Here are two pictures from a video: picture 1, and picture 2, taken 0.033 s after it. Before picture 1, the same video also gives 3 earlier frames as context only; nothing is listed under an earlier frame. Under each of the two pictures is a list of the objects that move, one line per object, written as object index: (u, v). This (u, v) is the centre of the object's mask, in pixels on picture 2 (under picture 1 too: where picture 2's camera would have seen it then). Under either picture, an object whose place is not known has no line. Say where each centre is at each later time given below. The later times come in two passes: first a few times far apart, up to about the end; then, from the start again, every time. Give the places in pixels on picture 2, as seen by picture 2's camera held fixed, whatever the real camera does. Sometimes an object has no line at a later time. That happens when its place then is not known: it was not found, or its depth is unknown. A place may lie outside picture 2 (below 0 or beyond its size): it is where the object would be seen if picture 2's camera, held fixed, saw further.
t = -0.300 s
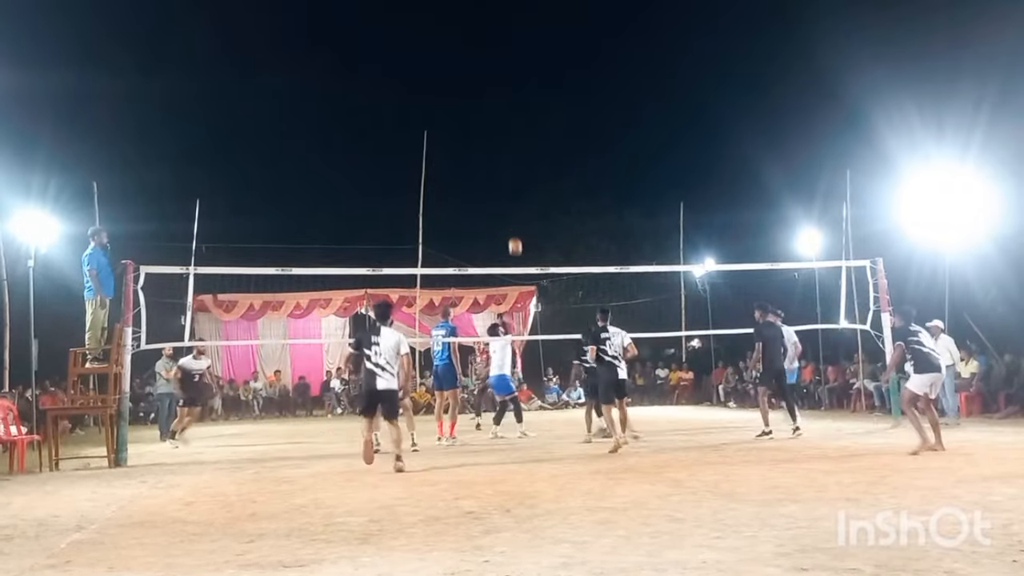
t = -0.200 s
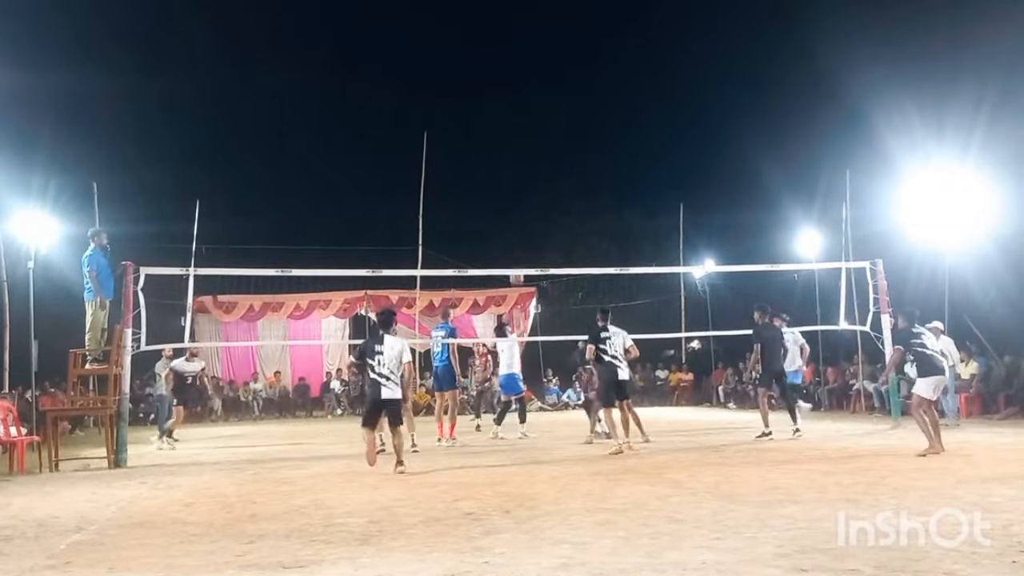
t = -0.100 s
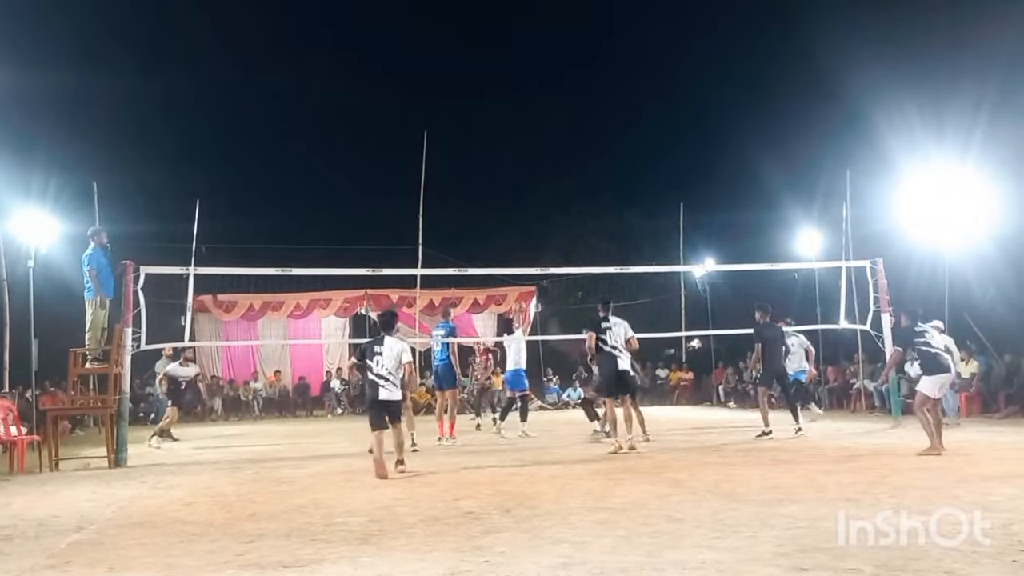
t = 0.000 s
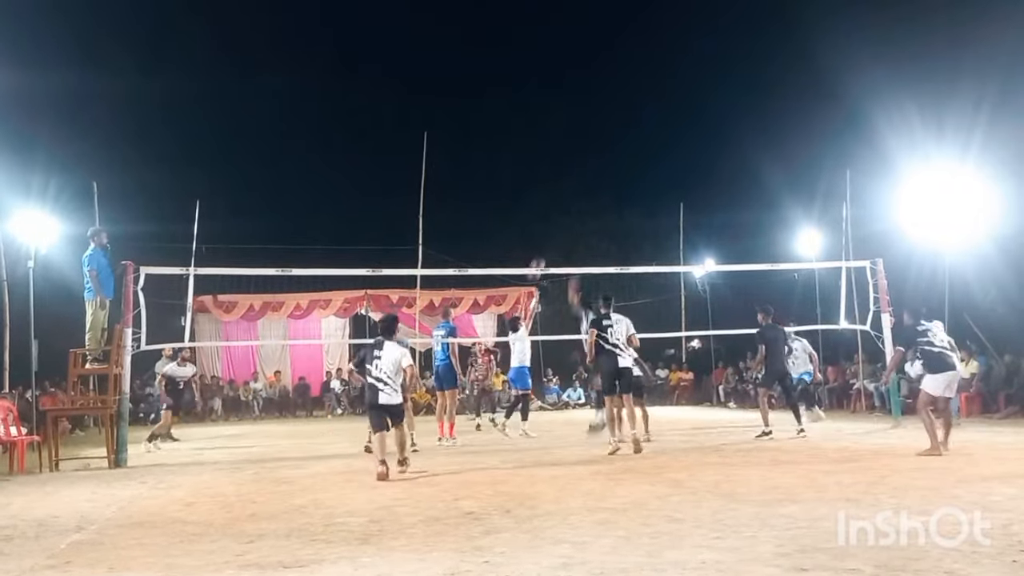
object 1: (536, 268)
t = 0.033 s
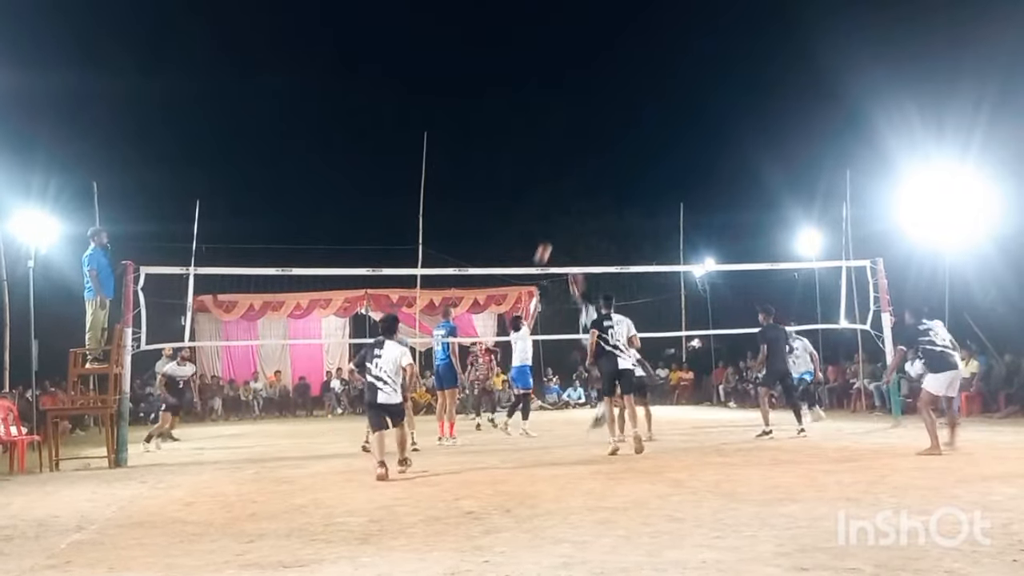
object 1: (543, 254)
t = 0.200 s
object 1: (577, 190)
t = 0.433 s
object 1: (624, 132)
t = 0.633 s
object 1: (663, 111)
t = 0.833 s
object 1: (704, 115)
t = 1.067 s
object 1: (750, 151)
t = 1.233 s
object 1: (784, 196)
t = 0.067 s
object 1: (549, 240)
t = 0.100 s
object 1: (556, 226)
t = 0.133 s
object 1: (563, 213)
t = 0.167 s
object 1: (570, 201)
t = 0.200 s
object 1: (577, 190)
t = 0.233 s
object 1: (583, 179)
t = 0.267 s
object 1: (590, 170)
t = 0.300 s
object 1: (596, 161)
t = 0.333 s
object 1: (604, 152)
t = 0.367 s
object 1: (610, 144)
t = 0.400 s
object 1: (617, 138)
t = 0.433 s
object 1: (624, 132)
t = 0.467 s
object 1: (630, 127)
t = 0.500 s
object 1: (637, 122)
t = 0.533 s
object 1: (644, 119)
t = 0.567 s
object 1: (650, 116)
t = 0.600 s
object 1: (657, 113)
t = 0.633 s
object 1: (663, 111)
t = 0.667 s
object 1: (670, 110)
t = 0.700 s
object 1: (677, 109)
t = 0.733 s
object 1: (684, 110)
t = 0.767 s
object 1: (690, 111)
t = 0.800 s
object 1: (697, 113)
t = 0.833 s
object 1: (704, 115)
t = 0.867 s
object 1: (710, 118)
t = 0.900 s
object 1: (717, 122)
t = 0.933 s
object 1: (724, 126)
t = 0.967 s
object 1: (731, 131)
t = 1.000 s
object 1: (737, 138)
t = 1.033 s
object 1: (744, 144)
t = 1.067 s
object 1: (750, 151)
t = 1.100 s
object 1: (757, 158)
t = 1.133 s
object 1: (764, 167)
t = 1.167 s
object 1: (771, 177)
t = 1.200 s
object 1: (778, 187)
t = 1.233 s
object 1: (784, 196)
